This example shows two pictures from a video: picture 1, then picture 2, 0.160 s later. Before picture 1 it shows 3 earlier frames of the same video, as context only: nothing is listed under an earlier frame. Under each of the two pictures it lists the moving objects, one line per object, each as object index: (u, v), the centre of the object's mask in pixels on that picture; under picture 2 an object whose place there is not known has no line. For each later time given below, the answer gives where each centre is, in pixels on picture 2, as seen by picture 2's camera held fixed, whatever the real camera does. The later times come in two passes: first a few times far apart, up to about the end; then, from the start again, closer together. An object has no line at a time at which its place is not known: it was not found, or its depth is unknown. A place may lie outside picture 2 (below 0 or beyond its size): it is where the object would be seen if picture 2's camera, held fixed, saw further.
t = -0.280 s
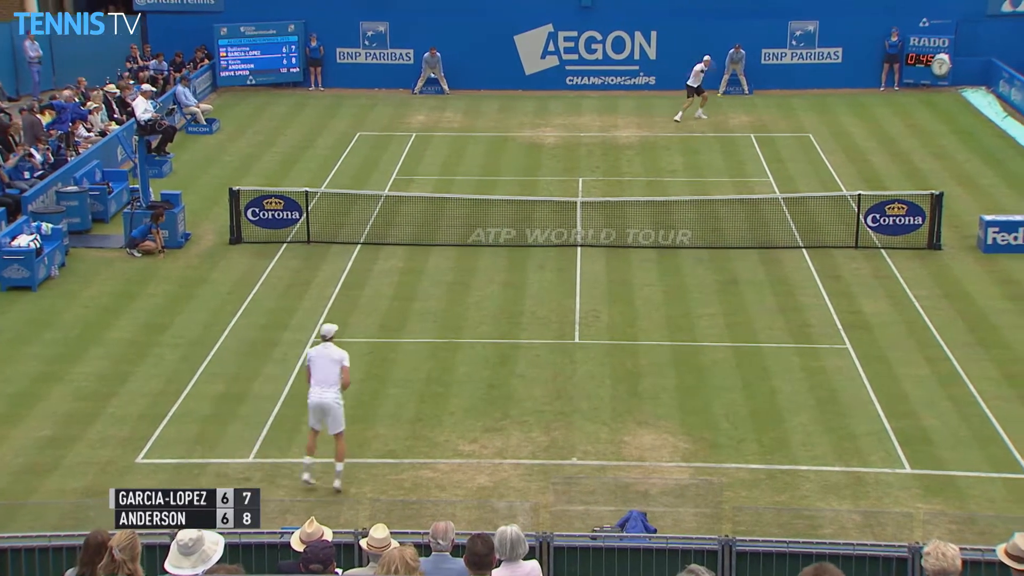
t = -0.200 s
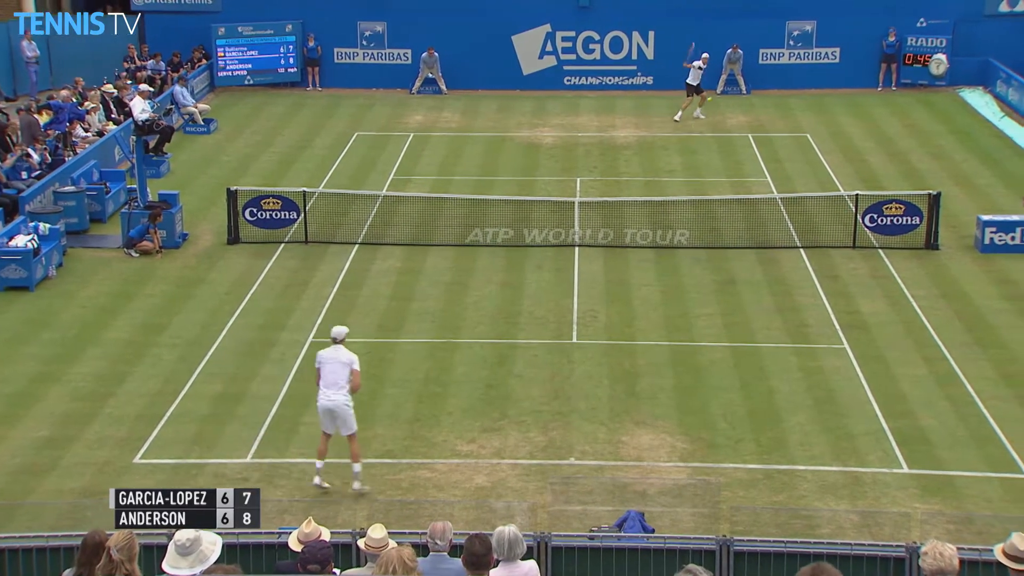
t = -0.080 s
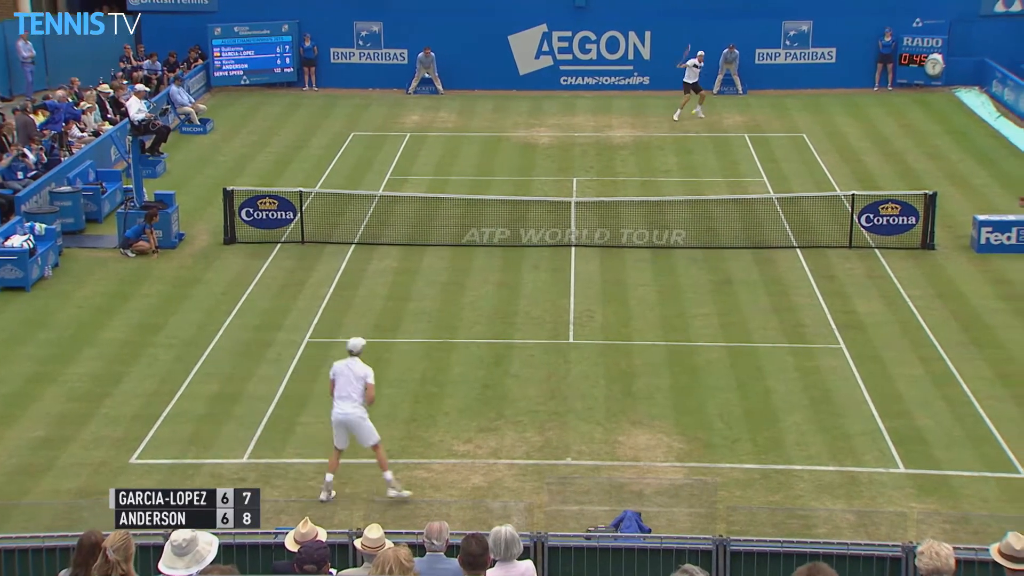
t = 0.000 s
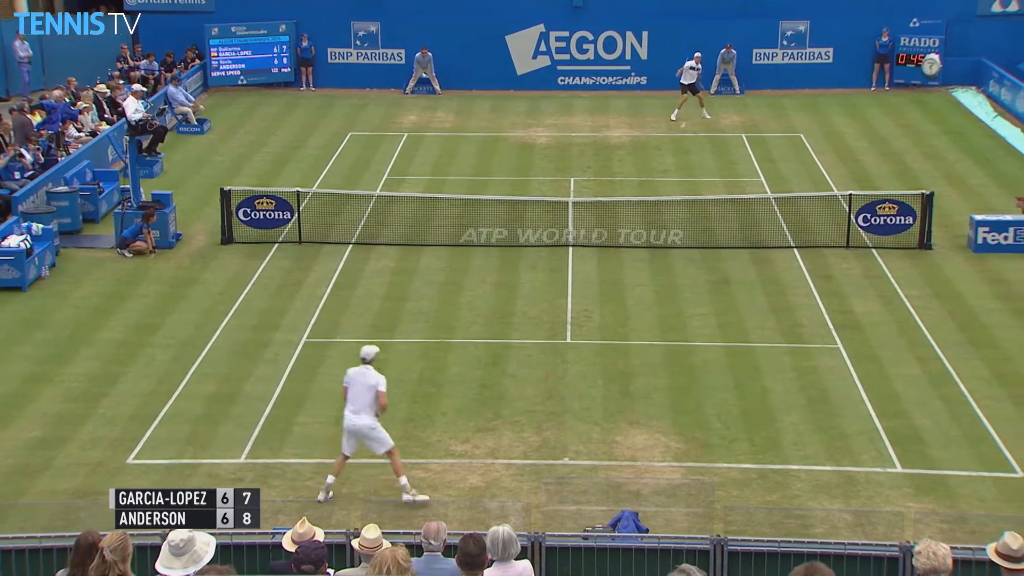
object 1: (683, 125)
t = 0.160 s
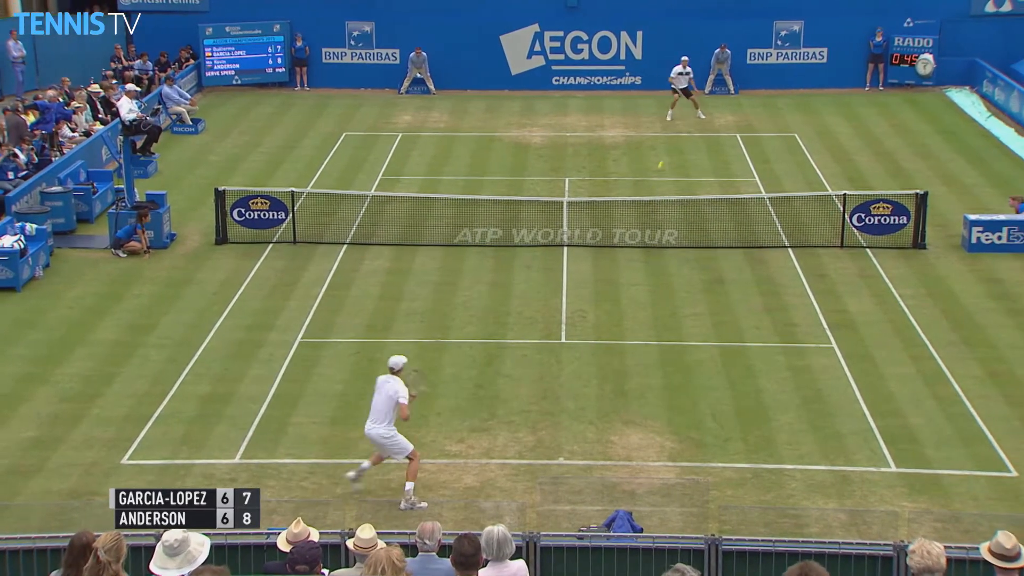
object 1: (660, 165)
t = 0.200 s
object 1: (656, 176)
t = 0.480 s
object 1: (624, 303)
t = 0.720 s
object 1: (599, 345)
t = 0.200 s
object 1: (656, 176)
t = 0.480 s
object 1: (624, 303)
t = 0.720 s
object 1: (599, 345)
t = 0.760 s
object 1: (596, 348)
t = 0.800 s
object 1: (591, 353)
